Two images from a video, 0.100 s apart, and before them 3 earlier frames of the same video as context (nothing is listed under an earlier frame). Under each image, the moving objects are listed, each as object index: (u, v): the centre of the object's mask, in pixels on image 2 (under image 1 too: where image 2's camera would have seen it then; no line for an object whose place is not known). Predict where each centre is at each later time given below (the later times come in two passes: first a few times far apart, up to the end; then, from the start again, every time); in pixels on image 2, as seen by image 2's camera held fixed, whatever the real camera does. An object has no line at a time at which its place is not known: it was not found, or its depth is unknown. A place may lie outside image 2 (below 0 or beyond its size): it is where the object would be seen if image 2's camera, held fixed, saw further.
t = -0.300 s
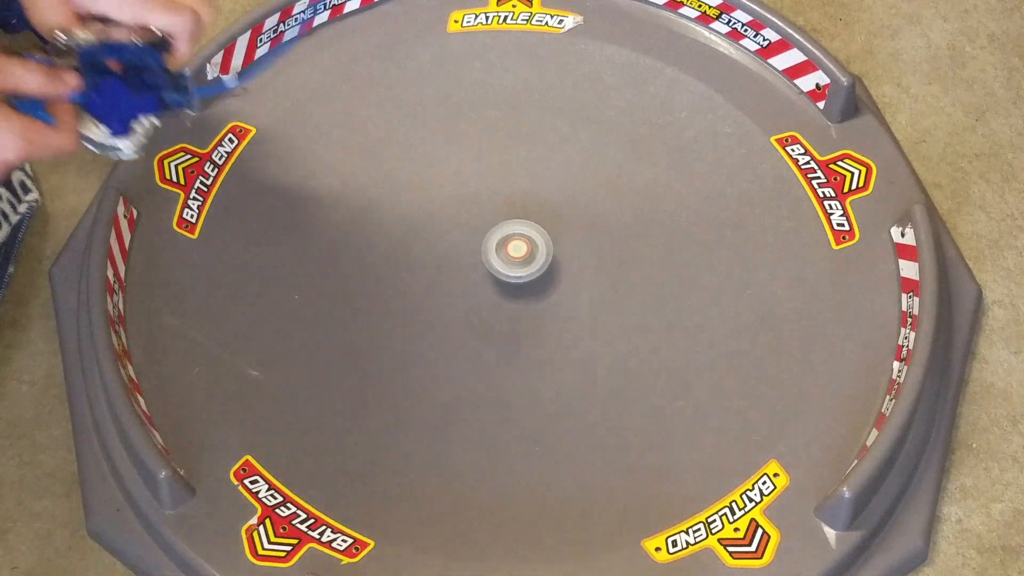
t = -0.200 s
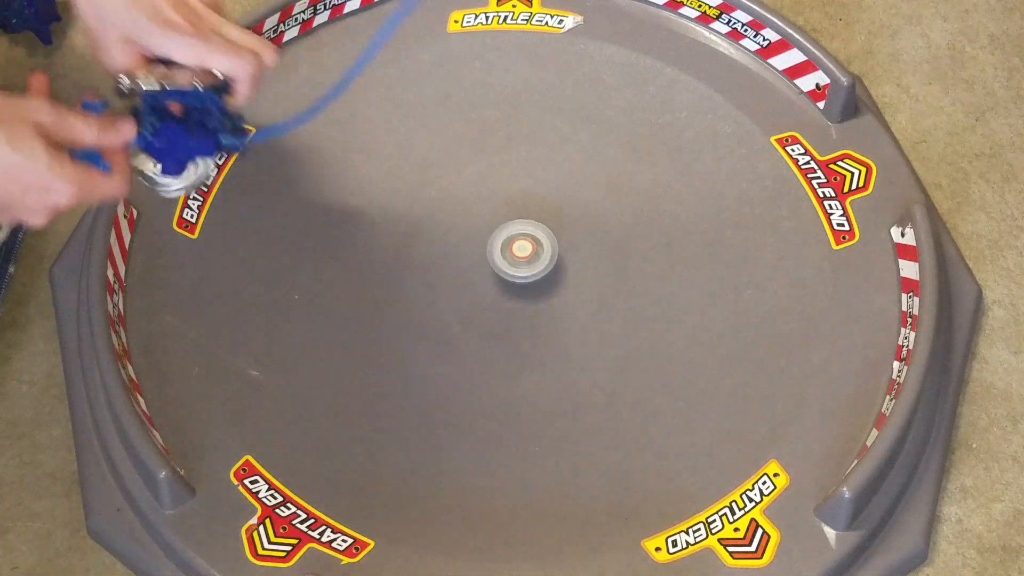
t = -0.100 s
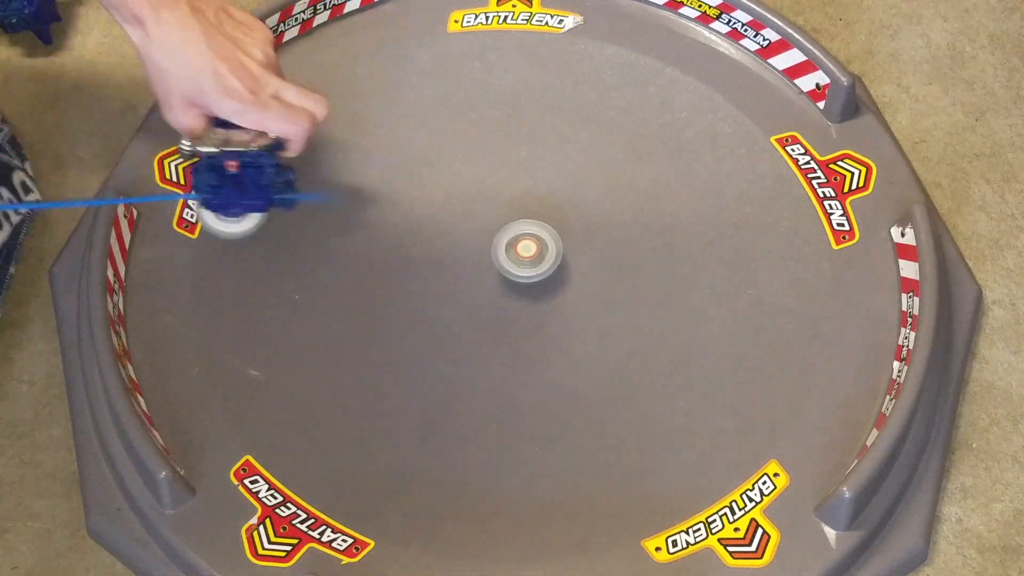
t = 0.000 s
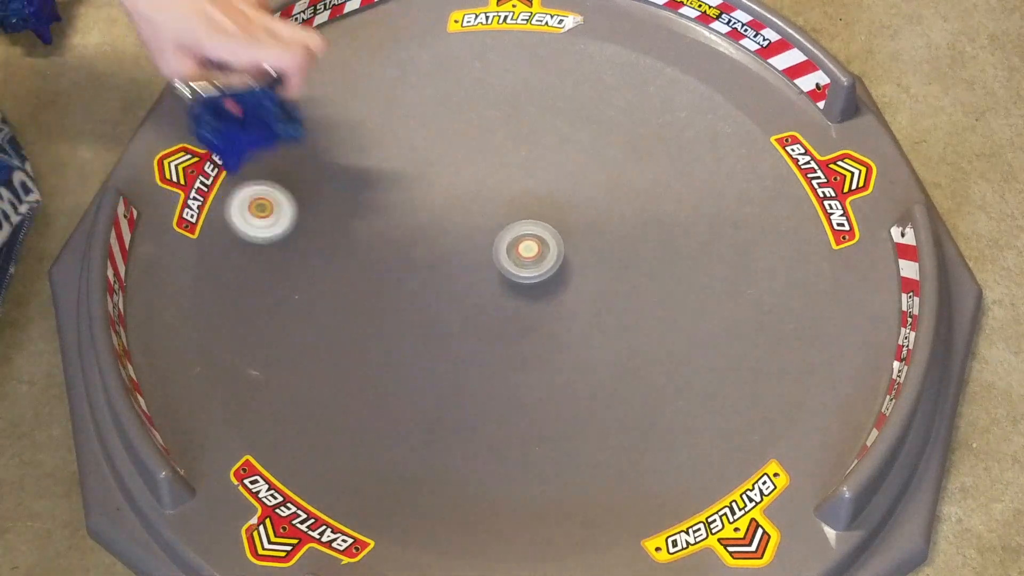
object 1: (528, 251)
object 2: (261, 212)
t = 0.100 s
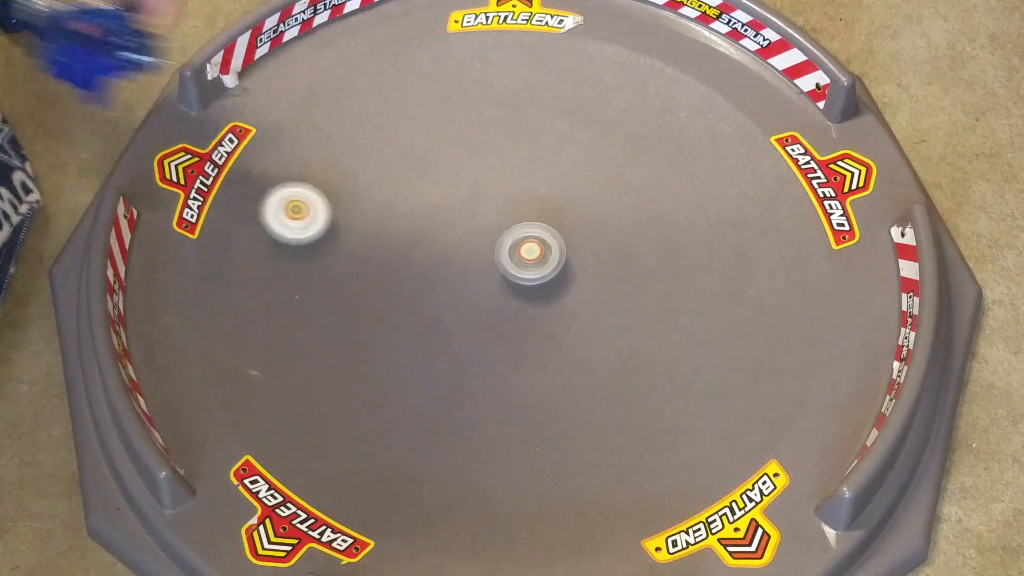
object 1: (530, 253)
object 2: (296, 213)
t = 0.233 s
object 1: (533, 257)
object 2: (349, 200)
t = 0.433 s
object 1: (536, 263)
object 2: (411, 158)
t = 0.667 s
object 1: (538, 272)
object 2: (445, 113)
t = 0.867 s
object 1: (538, 278)
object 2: (456, 99)
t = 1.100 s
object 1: (533, 286)
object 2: (475, 106)
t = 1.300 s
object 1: (527, 291)
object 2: (511, 118)
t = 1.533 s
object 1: (520, 294)
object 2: (563, 132)
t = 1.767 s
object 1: (511, 295)
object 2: (613, 149)
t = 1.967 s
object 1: (502, 294)
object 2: (648, 165)
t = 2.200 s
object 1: (494, 288)
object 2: (678, 188)
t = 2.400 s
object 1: (488, 283)
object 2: (694, 211)
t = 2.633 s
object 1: (481, 276)
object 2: (701, 245)
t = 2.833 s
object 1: (482, 272)
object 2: (701, 278)
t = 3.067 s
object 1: (486, 267)
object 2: (691, 318)
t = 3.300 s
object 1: (493, 258)
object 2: (672, 355)
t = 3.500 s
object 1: (499, 254)
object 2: (647, 383)
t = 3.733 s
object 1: (508, 251)
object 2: (611, 403)
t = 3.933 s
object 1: (515, 253)
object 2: (575, 414)
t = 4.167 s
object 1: (524, 256)
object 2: (531, 418)
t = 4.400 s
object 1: (529, 262)
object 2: (487, 415)
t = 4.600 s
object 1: (530, 268)
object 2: (453, 404)
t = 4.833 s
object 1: (530, 275)
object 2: (418, 384)
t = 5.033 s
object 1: (527, 280)
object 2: (393, 363)
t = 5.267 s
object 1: (521, 286)
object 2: (373, 335)
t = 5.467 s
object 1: (515, 289)
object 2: (363, 310)
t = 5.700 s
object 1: (508, 291)
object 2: (365, 279)
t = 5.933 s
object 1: (502, 288)
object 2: (375, 248)
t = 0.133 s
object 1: (531, 254)
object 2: (309, 211)
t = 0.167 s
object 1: (532, 255)
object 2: (323, 209)
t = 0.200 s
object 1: (532, 256)
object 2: (336, 205)
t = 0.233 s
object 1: (533, 257)
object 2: (349, 200)
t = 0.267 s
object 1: (534, 258)
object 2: (362, 195)
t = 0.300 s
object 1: (534, 259)
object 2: (373, 189)
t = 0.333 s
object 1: (535, 260)
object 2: (384, 182)
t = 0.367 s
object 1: (536, 261)
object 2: (394, 174)
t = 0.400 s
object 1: (536, 262)
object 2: (403, 166)
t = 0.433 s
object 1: (536, 263)
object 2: (411, 158)
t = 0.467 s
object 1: (537, 265)
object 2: (418, 150)
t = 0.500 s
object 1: (537, 266)
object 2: (425, 143)
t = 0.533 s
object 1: (537, 267)
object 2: (430, 136)
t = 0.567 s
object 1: (538, 268)
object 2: (435, 130)
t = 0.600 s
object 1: (538, 270)
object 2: (439, 123)
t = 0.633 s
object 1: (538, 271)
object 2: (442, 118)
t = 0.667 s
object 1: (538, 272)
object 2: (445, 113)
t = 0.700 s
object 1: (538, 273)
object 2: (447, 109)
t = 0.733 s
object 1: (538, 275)
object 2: (449, 106)
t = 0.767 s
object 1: (538, 276)
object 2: (451, 103)
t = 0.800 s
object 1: (538, 276)
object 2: (452, 101)
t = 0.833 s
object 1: (538, 277)
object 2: (454, 100)
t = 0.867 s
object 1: (538, 278)
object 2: (456, 99)
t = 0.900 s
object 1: (537, 279)
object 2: (458, 99)
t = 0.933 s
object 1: (537, 281)
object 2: (460, 99)
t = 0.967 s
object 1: (536, 281)
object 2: (462, 100)
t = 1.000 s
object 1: (536, 283)
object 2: (464, 101)
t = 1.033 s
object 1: (535, 284)
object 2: (467, 103)
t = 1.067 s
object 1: (534, 285)
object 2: (471, 104)
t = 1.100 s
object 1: (533, 286)
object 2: (475, 106)
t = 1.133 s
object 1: (532, 286)
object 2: (479, 108)
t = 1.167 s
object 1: (531, 287)
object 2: (485, 110)
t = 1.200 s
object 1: (530, 288)
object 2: (491, 112)
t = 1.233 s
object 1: (529, 289)
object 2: (497, 114)
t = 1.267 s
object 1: (528, 290)
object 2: (504, 116)
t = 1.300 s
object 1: (527, 291)
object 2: (511, 118)
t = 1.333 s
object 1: (526, 291)
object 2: (518, 120)
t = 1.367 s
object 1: (525, 292)
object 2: (525, 122)
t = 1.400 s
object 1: (524, 292)
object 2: (533, 124)
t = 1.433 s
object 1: (523, 293)
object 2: (540, 126)
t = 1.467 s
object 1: (522, 293)
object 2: (548, 127)
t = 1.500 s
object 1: (521, 294)
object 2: (556, 130)
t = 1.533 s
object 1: (520, 294)
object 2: (563, 132)
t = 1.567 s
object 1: (519, 294)
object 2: (571, 134)
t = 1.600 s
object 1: (517, 295)
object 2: (578, 137)
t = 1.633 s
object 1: (516, 295)
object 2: (586, 139)
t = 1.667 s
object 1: (515, 295)
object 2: (593, 141)
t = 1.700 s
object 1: (513, 295)
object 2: (600, 144)
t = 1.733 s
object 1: (512, 295)
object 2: (606, 146)
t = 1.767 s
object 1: (511, 295)
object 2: (613, 149)
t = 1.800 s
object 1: (509, 295)
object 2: (619, 151)
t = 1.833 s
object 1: (507, 295)
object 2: (625, 154)
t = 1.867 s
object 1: (506, 295)
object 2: (632, 156)
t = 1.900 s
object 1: (505, 294)
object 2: (637, 160)
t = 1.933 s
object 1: (504, 294)
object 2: (643, 162)
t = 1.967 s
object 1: (502, 294)
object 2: (648, 165)
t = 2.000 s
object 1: (501, 293)
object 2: (653, 168)
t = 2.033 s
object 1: (500, 293)
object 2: (658, 171)
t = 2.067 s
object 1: (499, 292)
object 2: (662, 174)
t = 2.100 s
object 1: (498, 291)
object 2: (666, 178)
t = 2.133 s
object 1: (496, 290)
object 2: (671, 181)
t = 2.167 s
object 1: (495, 289)
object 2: (675, 184)
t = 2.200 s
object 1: (494, 288)
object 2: (678, 188)
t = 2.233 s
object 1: (493, 287)
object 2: (681, 191)
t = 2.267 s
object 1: (493, 286)
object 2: (685, 195)
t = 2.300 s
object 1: (491, 286)
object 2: (687, 199)
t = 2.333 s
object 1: (490, 285)
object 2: (689, 203)
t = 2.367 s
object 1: (489, 284)
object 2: (692, 207)
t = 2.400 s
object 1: (488, 283)
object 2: (694, 211)
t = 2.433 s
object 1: (487, 282)
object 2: (695, 215)
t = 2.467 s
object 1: (485, 281)
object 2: (697, 220)
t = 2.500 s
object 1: (485, 280)
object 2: (698, 224)
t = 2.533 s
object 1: (484, 279)
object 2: (699, 230)
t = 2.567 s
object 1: (483, 278)
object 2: (700, 235)
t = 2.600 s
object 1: (482, 277)
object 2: (701, 240)
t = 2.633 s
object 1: (481, 276)
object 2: (701, 245)
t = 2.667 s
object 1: (481, 275)
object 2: (702, 250)
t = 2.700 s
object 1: (481, 275)
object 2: (702, 256)
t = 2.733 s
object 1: (481, 274)
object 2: (702, 261)
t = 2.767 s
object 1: (481, 274)
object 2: (702, 266)
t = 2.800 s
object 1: (481, 273)
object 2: (701, 272)
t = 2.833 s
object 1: (482, 272)
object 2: (701, 278)
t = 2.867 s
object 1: (482, 272)
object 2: (700, 283)
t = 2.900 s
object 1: (483, 271)
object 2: (699, 289)
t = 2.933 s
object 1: (483, 271)
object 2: (697, 295)
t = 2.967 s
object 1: (484, 270)
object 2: (696, 301)
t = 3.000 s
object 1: (485, 269)
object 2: (694, 306)
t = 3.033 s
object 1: (485, 268)
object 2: (693, 312)
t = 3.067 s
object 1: (486, 267)
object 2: (691, 318)
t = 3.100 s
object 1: (487, 265)
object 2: (688, 323)
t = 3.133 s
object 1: (488, 264)
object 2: (686, 329)
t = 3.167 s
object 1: (488, 263)
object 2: (684, 334)
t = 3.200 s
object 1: (490, 262)
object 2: (681, 340)
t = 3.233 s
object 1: (490, 261)
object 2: (678, 345)
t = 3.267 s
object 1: (491, 259)
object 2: (675, 350)
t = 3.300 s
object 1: (493, 258)
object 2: (672, 355)
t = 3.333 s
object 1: (494, 257)
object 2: (668, 360)
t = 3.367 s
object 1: (495, 257)
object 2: (664, 365)
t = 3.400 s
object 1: (496, 256)
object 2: (660, 370)
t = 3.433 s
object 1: (497, 255)
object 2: (656, 374)
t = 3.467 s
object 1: (498, 254)
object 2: (652, 379)
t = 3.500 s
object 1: (499, 254)
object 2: (647, 383)
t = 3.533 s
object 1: (500, 253)
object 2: (642, 386)
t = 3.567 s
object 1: (501, 252)
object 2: (637, 389)
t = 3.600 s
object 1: (503, 252)
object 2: (632, 393)
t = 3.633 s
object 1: (504, 252)
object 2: (627, 395)
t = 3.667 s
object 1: (505, 251)
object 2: (621, 398)
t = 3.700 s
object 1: (507, 251)
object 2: (616, 401)
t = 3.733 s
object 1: (508, 251)
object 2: (611, 403)
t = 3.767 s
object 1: (509, 252)
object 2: (605, 405)
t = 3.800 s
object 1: (510, 252)
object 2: (599, 407)
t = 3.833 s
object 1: (511, 252)
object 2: (593, 409)
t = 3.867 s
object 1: (512, 252)
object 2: (587, 411)
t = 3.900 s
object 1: (514, 253)
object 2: (581, 412)
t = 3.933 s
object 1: (515, 253)
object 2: (575, 414)
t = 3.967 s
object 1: (516, 253)
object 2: (569, 415)
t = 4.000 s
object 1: (517, 254)
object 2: (562, 416)
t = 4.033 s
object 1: (519, 254)
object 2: (556, 417)
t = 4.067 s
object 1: (520, 255)
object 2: (550, 417)
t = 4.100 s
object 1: (522, 255)
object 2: (544, 418)
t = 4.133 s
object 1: (523, 256)
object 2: (537, 418)
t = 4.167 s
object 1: (524, 256)
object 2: (531, 418)
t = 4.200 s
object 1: (525, 257)
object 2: (525, 418)
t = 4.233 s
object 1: (525, 257)
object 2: (519, 418)
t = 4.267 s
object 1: (526, 258)
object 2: (513, 418)
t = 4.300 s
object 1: (527, 259)
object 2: (506, 417)
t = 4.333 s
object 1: (528, 260)
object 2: (500, 416)
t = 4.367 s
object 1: (529, 261)
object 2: (493, 415)
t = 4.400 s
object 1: (529, 262)
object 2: (487, 415)
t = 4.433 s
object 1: (529, 263)
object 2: (481, 414)
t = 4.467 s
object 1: (530, 264)
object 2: (476, 412)
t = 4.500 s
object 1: (530, 265)
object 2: (470, 410)
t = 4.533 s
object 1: (530, 266)
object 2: (464, 408)
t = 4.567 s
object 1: (530, 266)
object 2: (458, 406)
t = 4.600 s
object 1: (530, 268)
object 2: (453, 404)
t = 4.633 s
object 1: (530, 269)
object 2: (447, 402)
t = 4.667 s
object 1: (530, 270)
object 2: (442, 399)
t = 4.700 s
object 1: (530, 271)
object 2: (437, 396)
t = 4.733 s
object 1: (530, 272)
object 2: (432, 393)
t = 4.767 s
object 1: (530, 273)
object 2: (427, 391)
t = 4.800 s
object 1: (530, 274)
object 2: (422, 387)
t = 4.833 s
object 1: (530, 275)
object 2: (418, 384)
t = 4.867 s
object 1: (530, 276)
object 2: (413, 381)
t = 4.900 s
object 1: (529, 277)
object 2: (409, 377)
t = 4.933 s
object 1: (529, 278)
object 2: (405, 374)
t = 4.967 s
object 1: (528, 278)
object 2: (401, 371)
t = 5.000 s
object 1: (528, 279)
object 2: (397, 367)
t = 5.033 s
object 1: (527, 280)
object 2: (393, 363)
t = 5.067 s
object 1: (527, 281)
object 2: (390, 360)
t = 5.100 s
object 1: (526, 282)
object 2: (387, 356)
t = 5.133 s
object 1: (525, 282)
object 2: (384, 352)
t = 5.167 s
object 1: (524, 283)
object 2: (381, 347)
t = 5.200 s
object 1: (523, 284)
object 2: (378, 343)
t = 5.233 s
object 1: (522, 285)
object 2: (375, 339)
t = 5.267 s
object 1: (521, 286)
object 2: (373, 335)
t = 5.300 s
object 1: (520, 287)
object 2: (370, 330)
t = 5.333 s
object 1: (519, 287)
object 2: (368, 326)
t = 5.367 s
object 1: (518, 288)
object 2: (367, 322)
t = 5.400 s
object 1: (517, 288)
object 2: (365, 319)
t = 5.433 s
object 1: (516, 289)
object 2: (364, 314)
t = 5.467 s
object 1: (515, 289)
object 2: (363, 310)
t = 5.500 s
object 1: (514, 290)
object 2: (363, 306)
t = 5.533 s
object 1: (513, 290)
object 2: (363, 301)
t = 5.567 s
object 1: (512, 290)
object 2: (362, 297)
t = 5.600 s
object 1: (511, 291)
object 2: (363, 292)
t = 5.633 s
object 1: (510, 291)
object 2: (363, 288)
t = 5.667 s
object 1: (509, 291)
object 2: (364, 283)
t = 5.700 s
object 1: (508, 291)
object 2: (365, 279)
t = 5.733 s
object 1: (506, 291)
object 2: (366, 274)
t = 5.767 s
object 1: (506, 291)
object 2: (366, 270)
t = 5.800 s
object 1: (505, 290)
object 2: (368, 266)
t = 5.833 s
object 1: (504, 290)
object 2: (370, 261)
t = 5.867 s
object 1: (503, 289)
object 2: (371, 257)
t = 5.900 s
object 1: (502, 289)
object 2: (373, 253)
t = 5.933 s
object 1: (502, 288)
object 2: (375, 248)
